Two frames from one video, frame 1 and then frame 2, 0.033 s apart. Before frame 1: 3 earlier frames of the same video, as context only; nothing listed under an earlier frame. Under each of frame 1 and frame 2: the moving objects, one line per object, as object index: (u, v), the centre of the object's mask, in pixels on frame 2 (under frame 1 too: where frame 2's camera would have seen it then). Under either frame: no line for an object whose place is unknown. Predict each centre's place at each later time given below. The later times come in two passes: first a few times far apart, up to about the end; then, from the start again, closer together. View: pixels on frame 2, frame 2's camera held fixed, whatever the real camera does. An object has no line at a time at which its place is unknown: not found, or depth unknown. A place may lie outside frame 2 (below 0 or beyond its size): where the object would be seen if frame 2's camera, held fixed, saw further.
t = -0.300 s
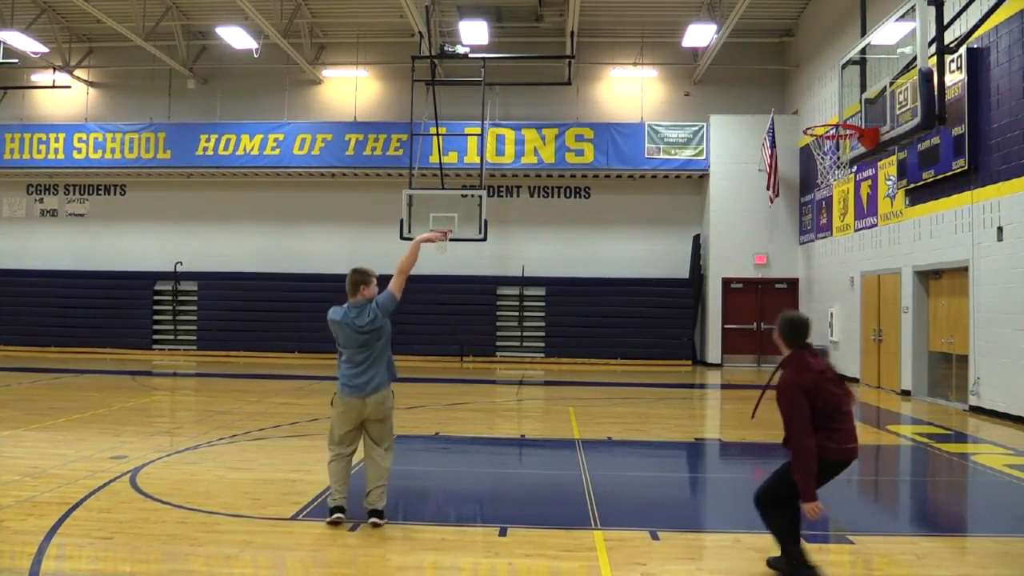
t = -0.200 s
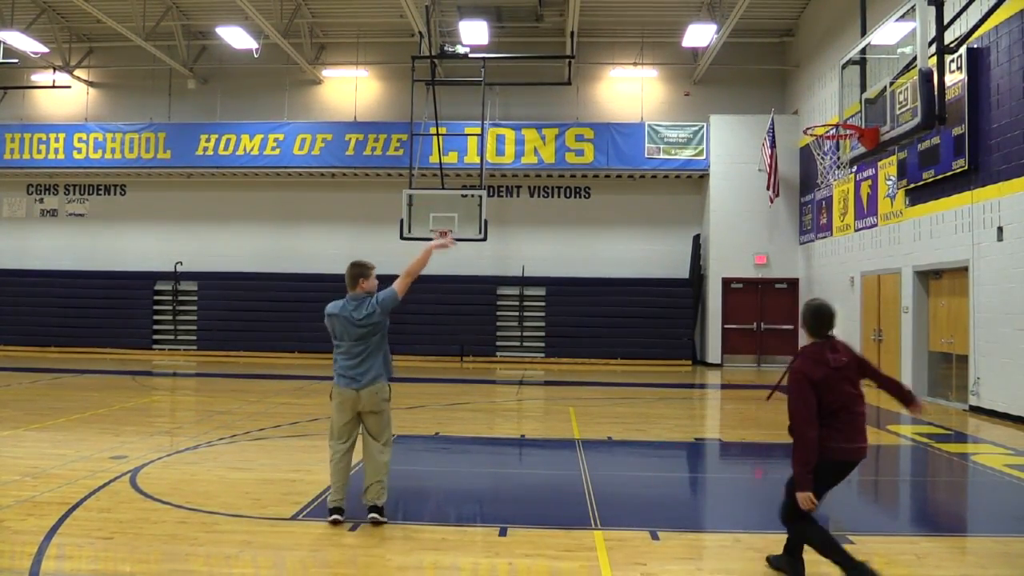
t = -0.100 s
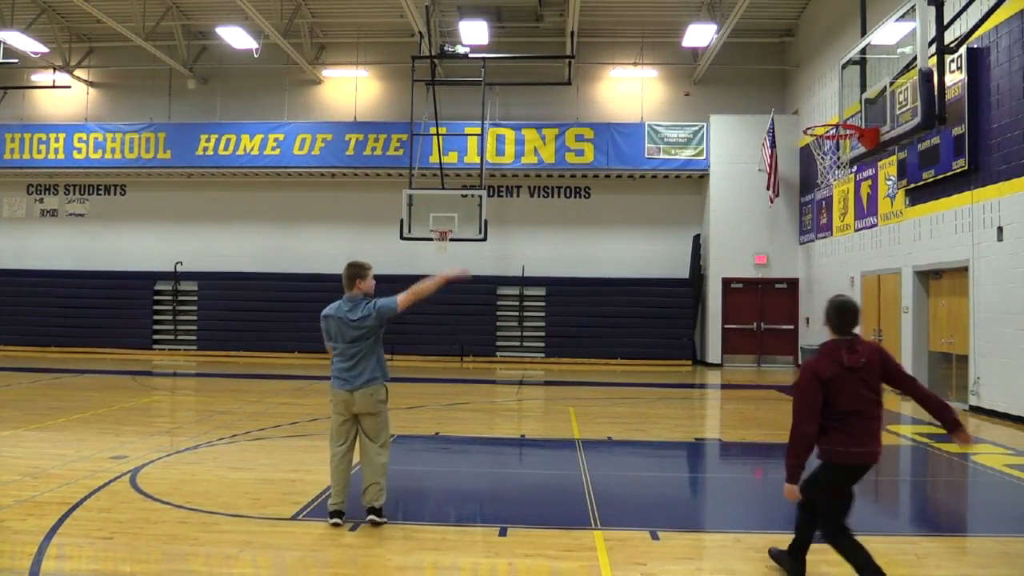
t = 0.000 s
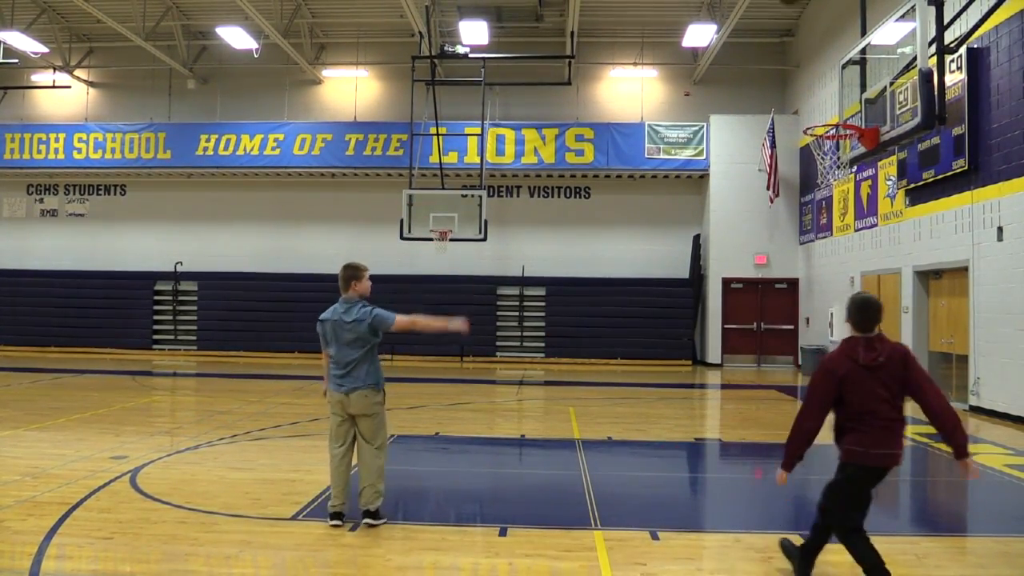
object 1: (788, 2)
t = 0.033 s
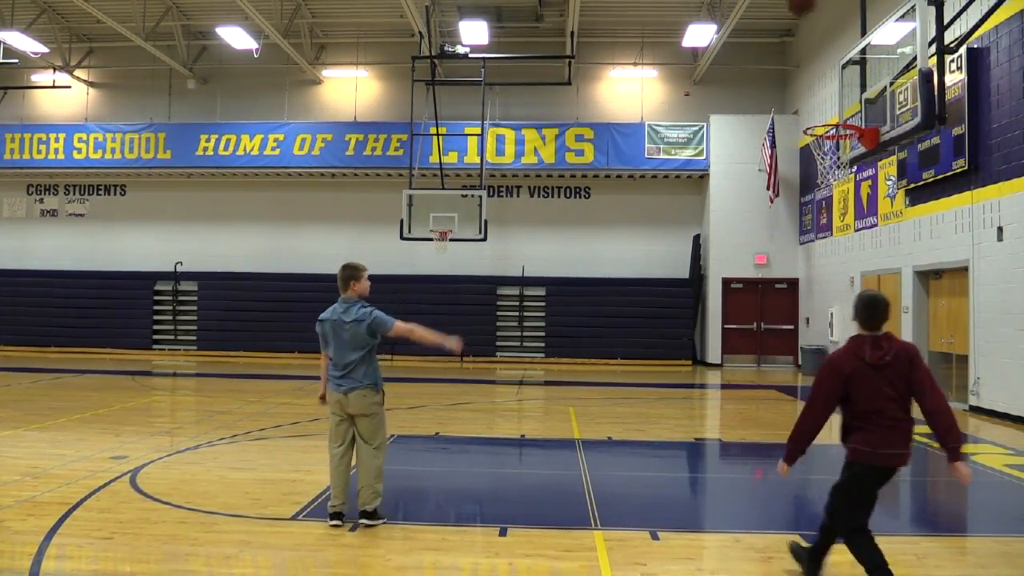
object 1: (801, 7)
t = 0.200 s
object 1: (849, 69)
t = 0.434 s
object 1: (813, 162)
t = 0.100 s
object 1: (821, 26)
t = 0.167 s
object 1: (840, 55)
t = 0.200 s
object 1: (849, 69)
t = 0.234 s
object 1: (858, 86)
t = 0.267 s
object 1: (864, 101)
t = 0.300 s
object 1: (853, 113)
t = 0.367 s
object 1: (832, 139)
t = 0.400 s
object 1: (818, 153)
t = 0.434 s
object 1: (813, 162)
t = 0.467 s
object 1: (811, 163)
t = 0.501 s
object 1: (807, 169)
